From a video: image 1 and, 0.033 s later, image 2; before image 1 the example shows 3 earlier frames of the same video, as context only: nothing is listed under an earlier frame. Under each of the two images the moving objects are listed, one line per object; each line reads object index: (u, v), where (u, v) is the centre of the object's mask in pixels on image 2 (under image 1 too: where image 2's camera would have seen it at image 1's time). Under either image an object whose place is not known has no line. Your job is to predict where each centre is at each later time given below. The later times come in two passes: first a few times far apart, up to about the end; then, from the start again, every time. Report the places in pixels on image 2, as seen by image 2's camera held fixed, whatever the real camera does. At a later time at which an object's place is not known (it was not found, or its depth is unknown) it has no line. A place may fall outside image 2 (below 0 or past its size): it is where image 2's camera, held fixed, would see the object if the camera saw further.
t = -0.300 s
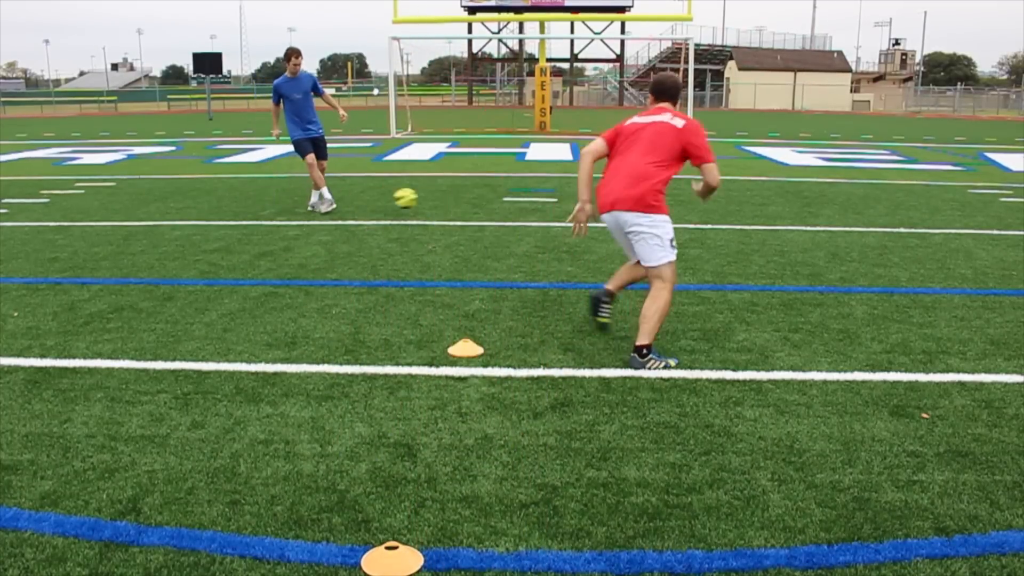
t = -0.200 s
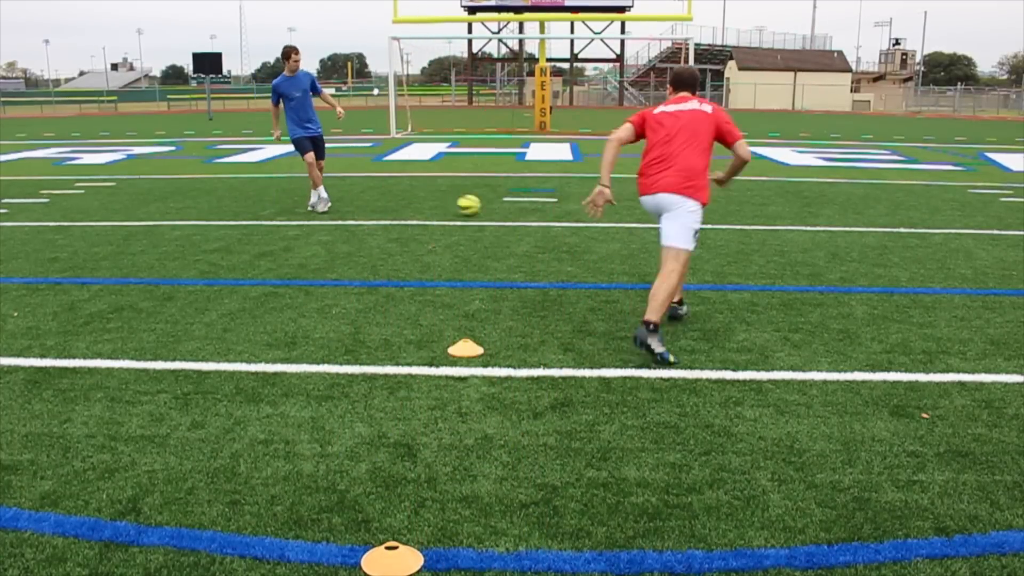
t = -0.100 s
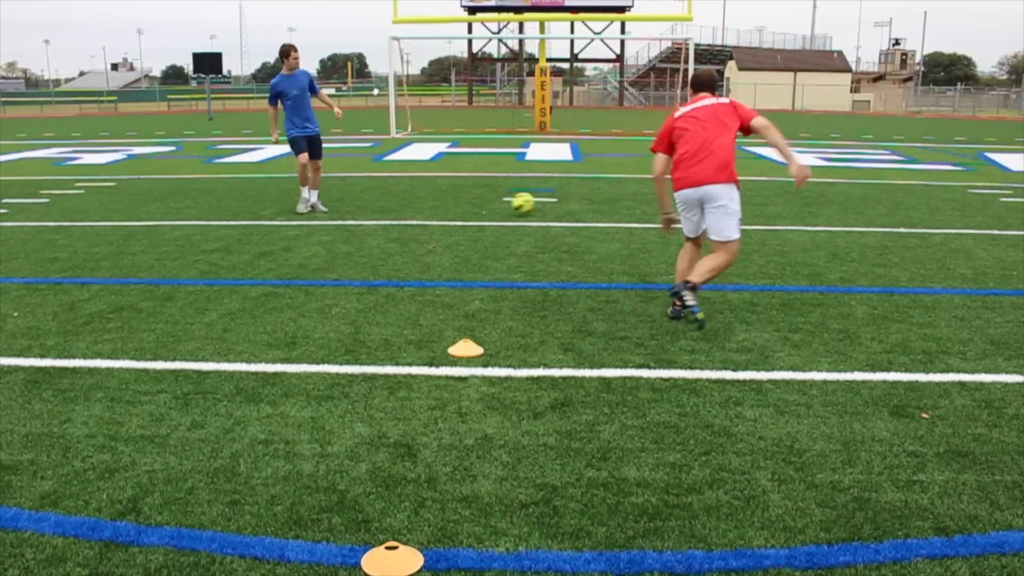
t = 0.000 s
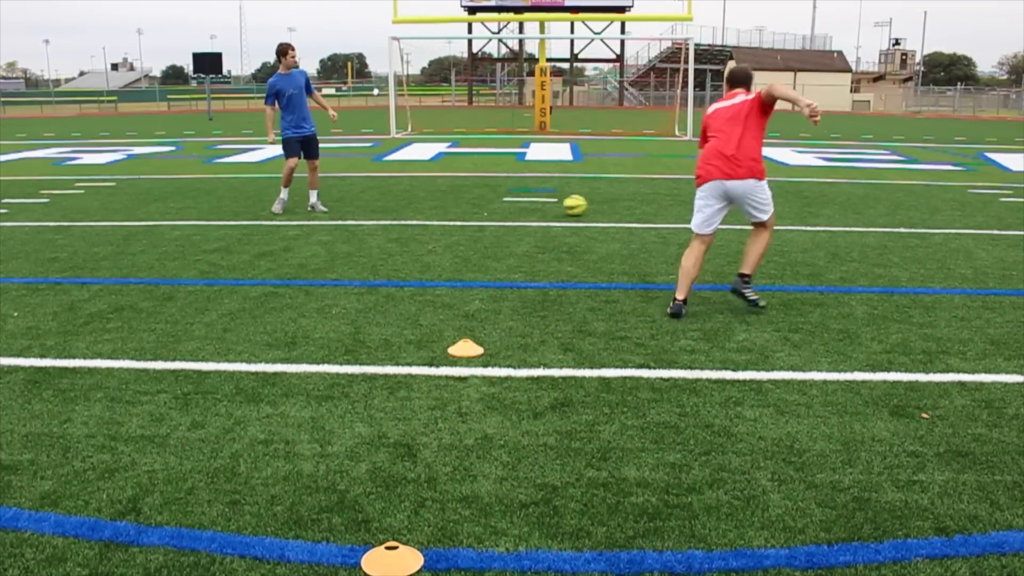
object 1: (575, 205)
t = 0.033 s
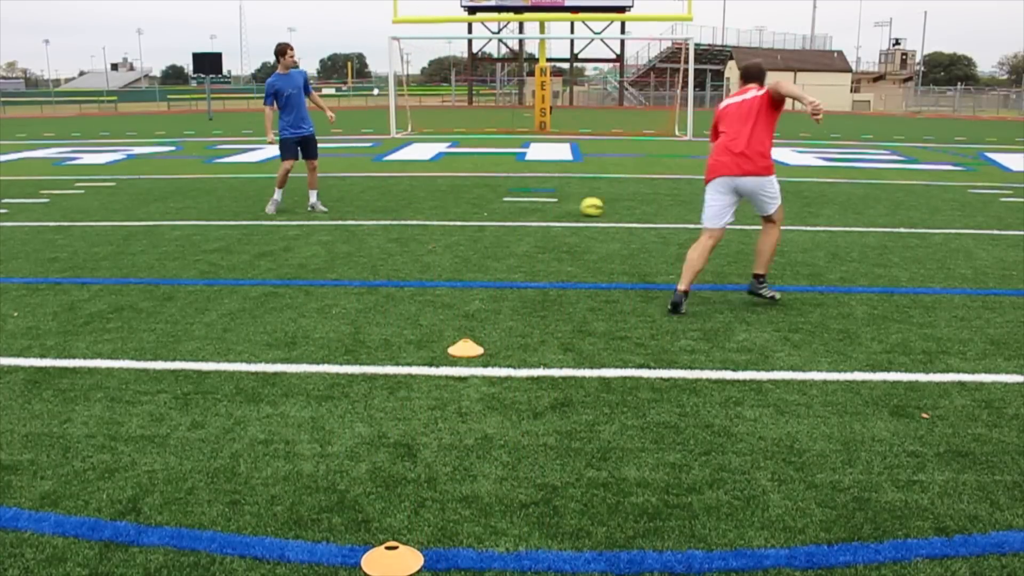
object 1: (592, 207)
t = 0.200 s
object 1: (660, 206)
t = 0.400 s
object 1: (722, 206)
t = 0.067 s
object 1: (605, 205)
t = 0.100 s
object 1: (619, 204)
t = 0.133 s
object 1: (633, 203)
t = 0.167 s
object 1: (646, 204)
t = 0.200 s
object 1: (660, 206)
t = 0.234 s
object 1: (671, 206)
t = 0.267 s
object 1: (681, 203)
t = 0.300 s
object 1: (692, 203)
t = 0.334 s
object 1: (702, 203)
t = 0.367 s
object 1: (713, 204)
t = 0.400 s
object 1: (722, 206)
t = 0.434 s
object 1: (731, 205)
